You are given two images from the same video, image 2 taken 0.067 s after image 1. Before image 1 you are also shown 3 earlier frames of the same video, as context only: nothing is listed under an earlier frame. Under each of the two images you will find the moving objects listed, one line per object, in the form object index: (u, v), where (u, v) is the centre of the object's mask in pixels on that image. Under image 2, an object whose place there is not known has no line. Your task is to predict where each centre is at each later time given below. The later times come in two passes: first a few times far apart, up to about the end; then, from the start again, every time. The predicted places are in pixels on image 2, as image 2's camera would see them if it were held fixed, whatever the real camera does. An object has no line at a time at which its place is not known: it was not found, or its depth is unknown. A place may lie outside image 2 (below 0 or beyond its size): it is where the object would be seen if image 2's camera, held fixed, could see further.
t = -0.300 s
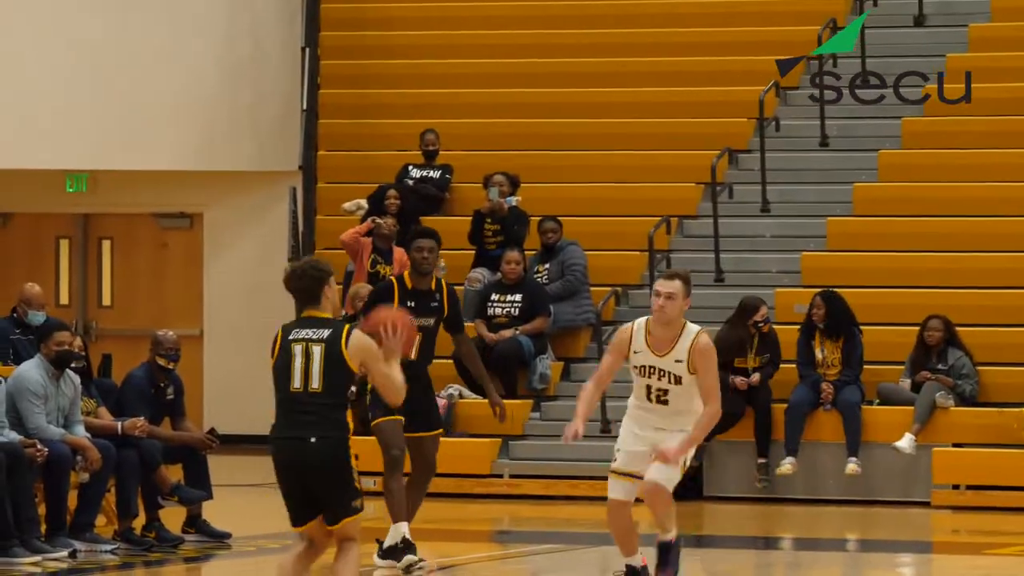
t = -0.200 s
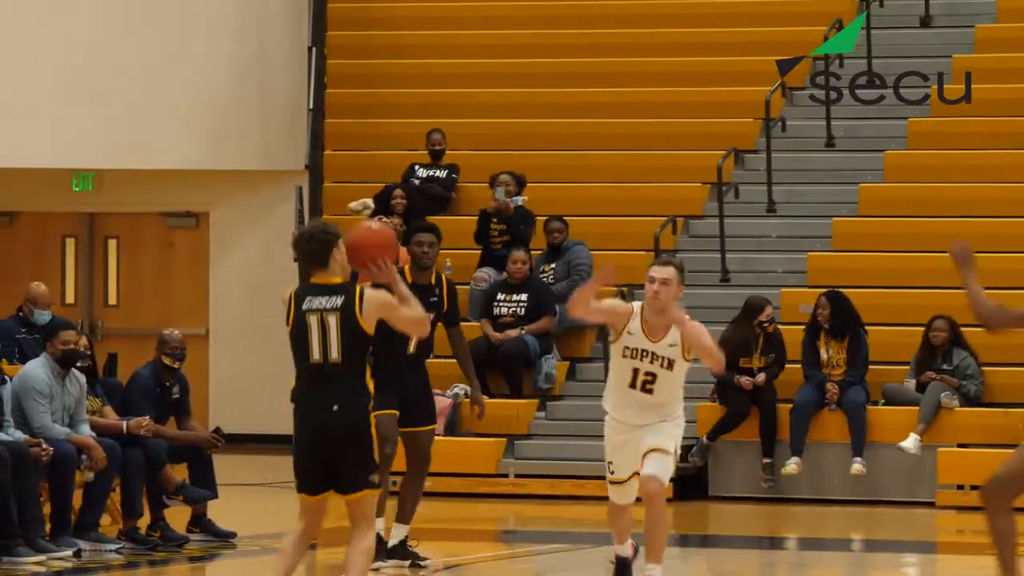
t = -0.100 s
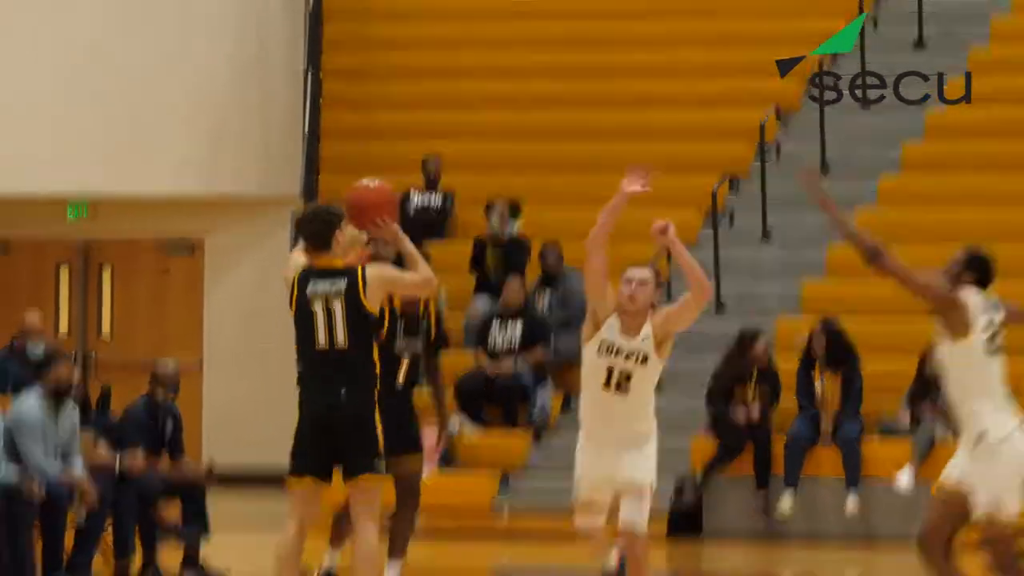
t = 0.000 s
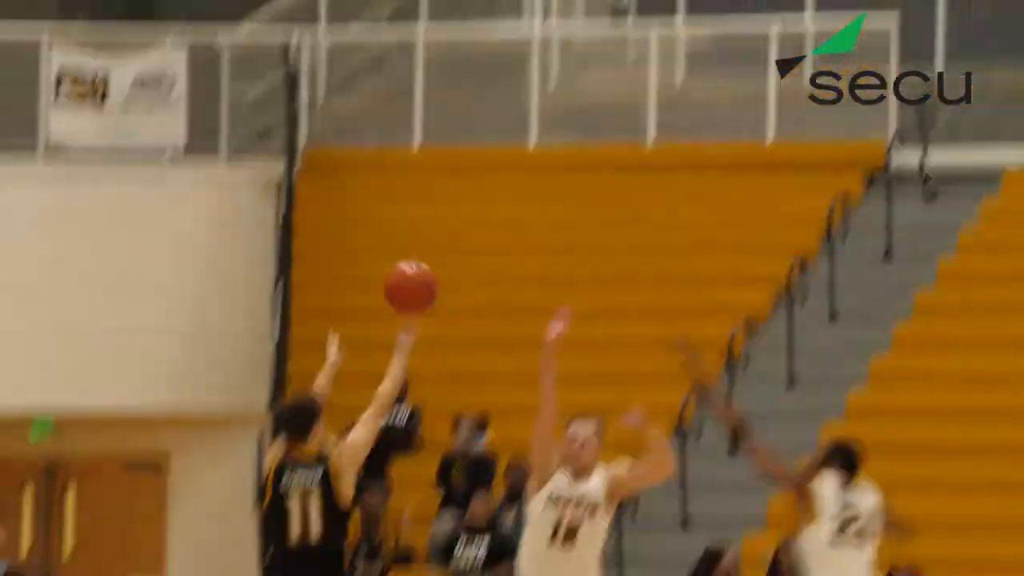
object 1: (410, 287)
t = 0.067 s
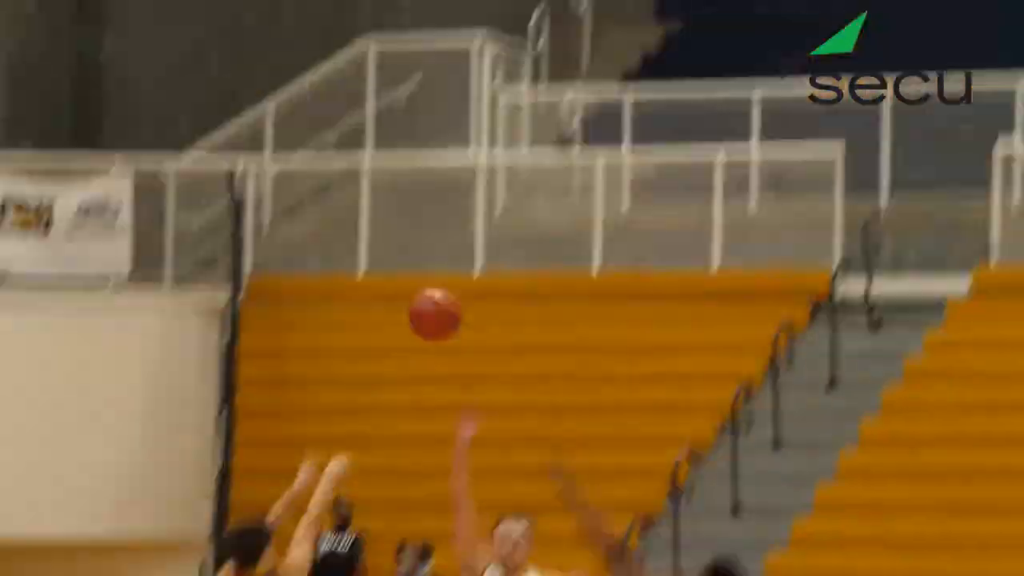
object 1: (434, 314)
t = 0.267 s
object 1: (654, 96)
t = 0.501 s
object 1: (896, -43)
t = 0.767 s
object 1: (1161, -64)
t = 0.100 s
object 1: (473, 270)
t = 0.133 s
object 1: (511, 229)
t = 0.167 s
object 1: (547, 192)
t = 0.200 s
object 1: (585, 156)
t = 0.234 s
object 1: (620, 126)
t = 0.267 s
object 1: (654, 96)
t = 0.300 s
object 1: (689, 68)
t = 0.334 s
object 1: (722, 45)
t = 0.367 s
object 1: (758, 23)
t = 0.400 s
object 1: (792, 4)
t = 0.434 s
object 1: (827, -14)
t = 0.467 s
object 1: (862, -29)
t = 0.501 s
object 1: (896, -43)
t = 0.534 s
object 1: (929, -54)
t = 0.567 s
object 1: (963, -63)
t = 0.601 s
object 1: (995, -69)
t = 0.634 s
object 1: (1030, -72)
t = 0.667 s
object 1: (1063, -73)
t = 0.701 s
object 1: (1095, -73)
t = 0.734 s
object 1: (1128, -70)
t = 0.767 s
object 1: (1161, -64)
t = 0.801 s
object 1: (1195, -57)
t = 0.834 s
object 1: (1226, -47)
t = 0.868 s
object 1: (1260, -34)
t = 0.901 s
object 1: (1287, -18)
